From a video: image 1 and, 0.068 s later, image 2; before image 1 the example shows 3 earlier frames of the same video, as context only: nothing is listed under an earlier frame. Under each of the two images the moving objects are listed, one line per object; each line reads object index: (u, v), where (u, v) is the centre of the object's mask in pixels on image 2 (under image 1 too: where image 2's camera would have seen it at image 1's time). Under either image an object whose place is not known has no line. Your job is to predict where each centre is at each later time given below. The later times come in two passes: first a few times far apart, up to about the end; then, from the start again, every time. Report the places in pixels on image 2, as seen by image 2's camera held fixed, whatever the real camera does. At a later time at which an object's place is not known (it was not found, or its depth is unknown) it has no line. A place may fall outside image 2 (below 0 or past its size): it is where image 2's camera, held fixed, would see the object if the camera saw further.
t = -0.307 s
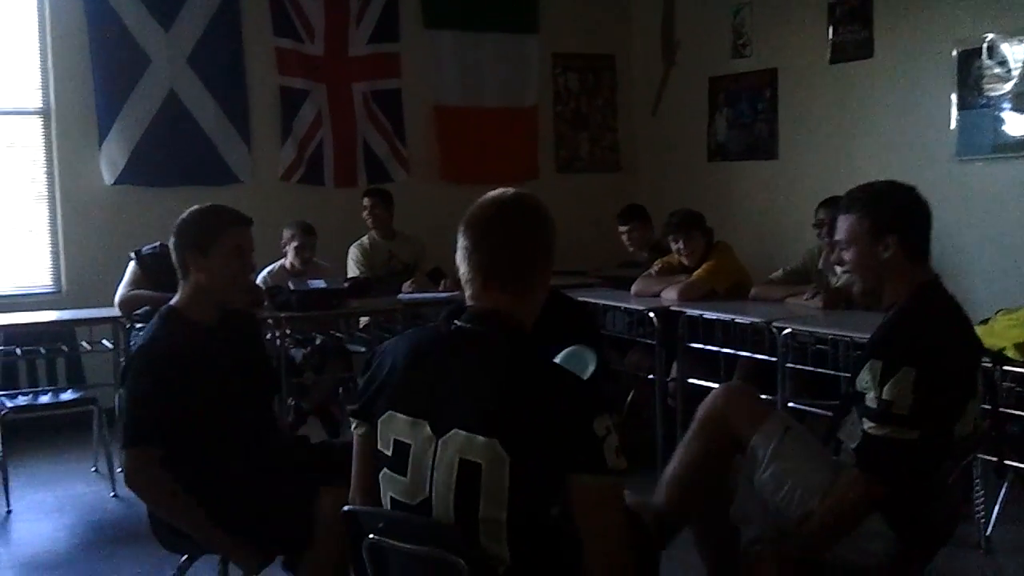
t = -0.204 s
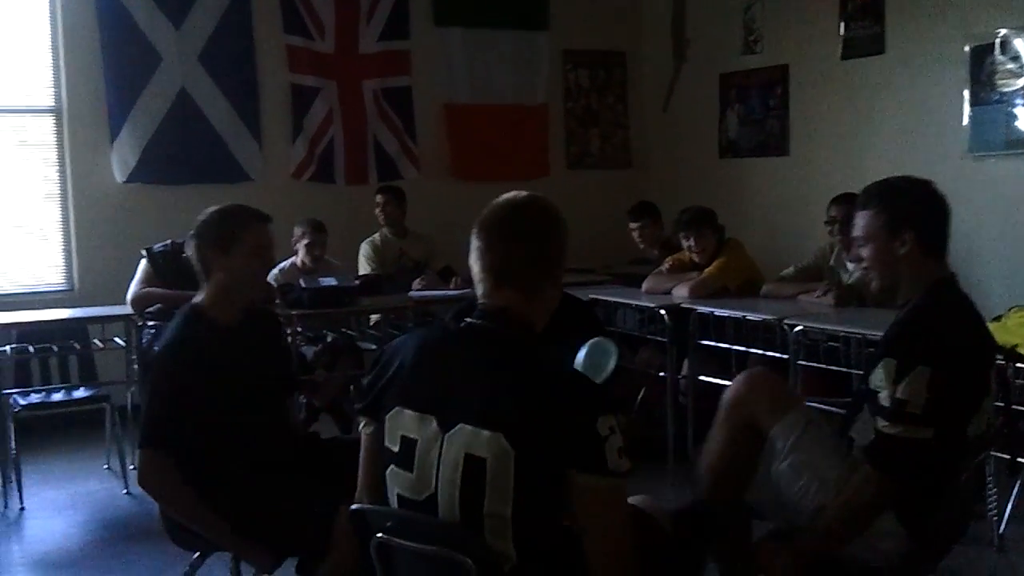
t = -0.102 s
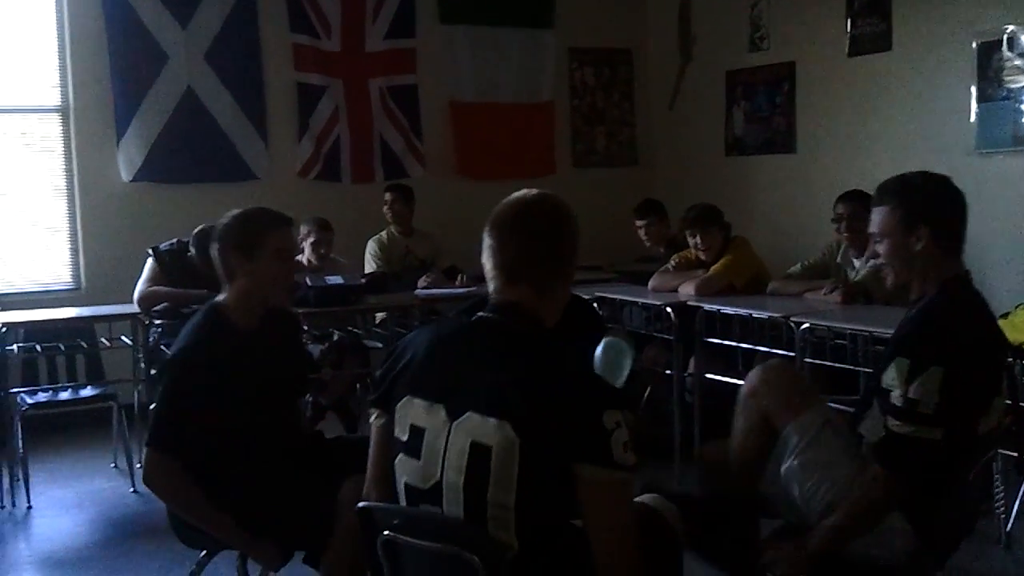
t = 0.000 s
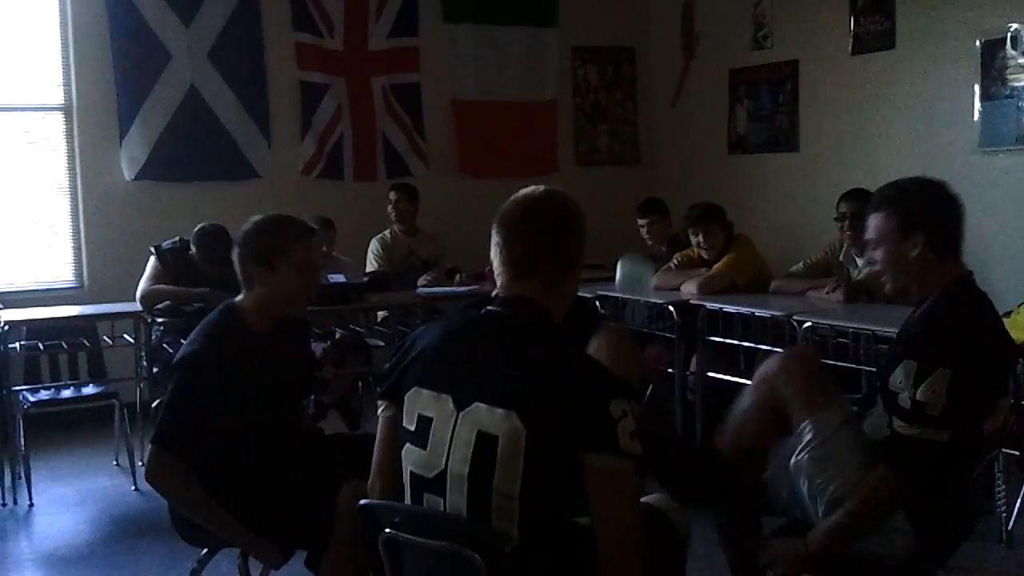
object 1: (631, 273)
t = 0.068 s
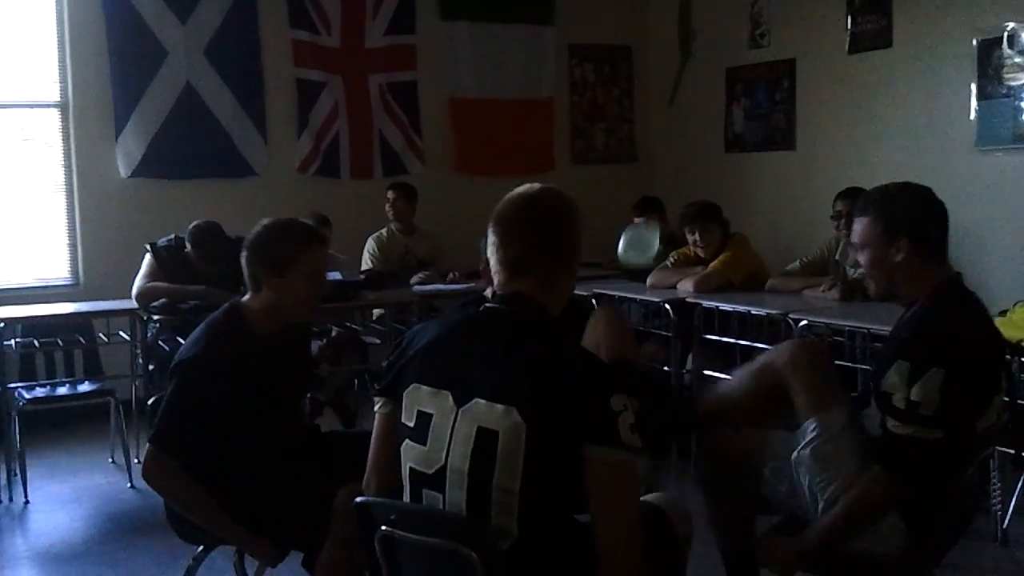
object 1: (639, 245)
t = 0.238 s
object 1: (655, 195)
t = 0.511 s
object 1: (675, 175)
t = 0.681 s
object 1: (688, 181)
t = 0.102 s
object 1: (643, 231)
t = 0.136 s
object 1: (647, 220)
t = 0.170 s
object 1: (650, 211)
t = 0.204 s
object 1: (652, 203)
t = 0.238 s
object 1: (655, 195)
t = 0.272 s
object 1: (657, 190)
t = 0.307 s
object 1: (659, 186)
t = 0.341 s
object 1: (661, 182)
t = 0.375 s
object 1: (663, 180)
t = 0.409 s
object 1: (666, 178)
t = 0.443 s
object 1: (669, 177)
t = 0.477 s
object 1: (672, 176)
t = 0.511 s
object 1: (675, 175)
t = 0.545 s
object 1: (678, 174)
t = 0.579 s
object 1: (681, 175)
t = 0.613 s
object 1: (683, 176)
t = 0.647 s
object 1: (686, 178)
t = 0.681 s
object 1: (688, 181)
